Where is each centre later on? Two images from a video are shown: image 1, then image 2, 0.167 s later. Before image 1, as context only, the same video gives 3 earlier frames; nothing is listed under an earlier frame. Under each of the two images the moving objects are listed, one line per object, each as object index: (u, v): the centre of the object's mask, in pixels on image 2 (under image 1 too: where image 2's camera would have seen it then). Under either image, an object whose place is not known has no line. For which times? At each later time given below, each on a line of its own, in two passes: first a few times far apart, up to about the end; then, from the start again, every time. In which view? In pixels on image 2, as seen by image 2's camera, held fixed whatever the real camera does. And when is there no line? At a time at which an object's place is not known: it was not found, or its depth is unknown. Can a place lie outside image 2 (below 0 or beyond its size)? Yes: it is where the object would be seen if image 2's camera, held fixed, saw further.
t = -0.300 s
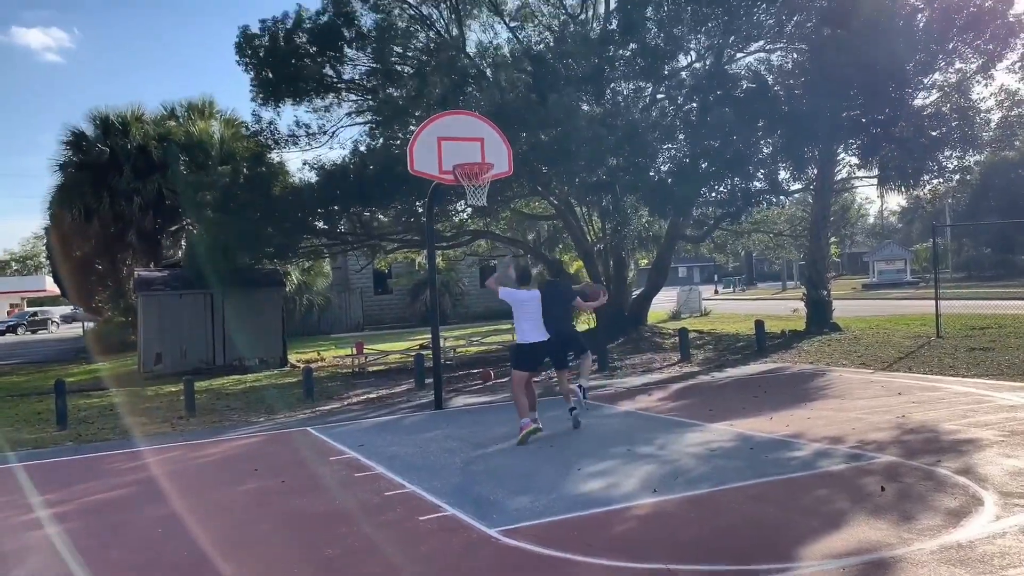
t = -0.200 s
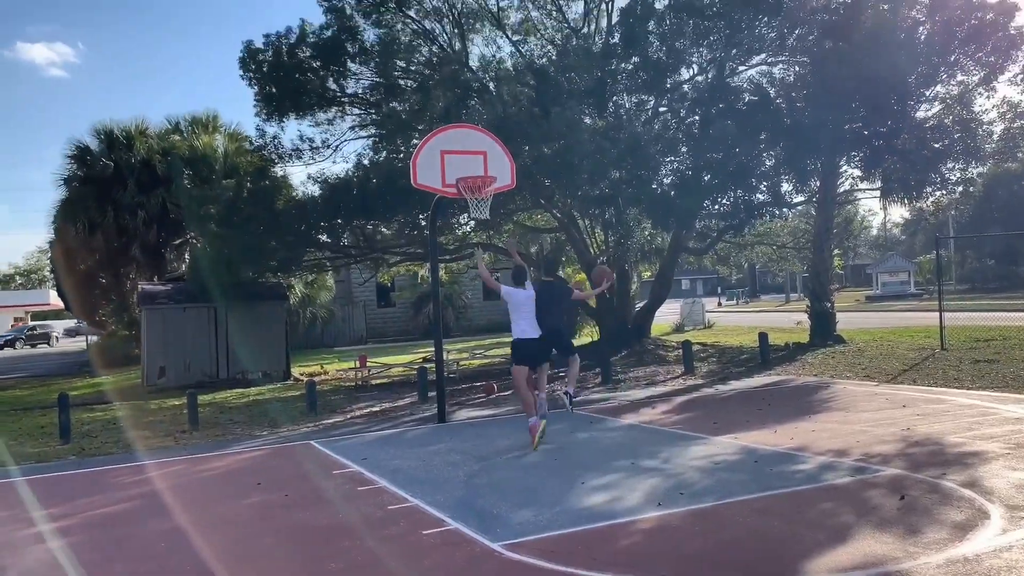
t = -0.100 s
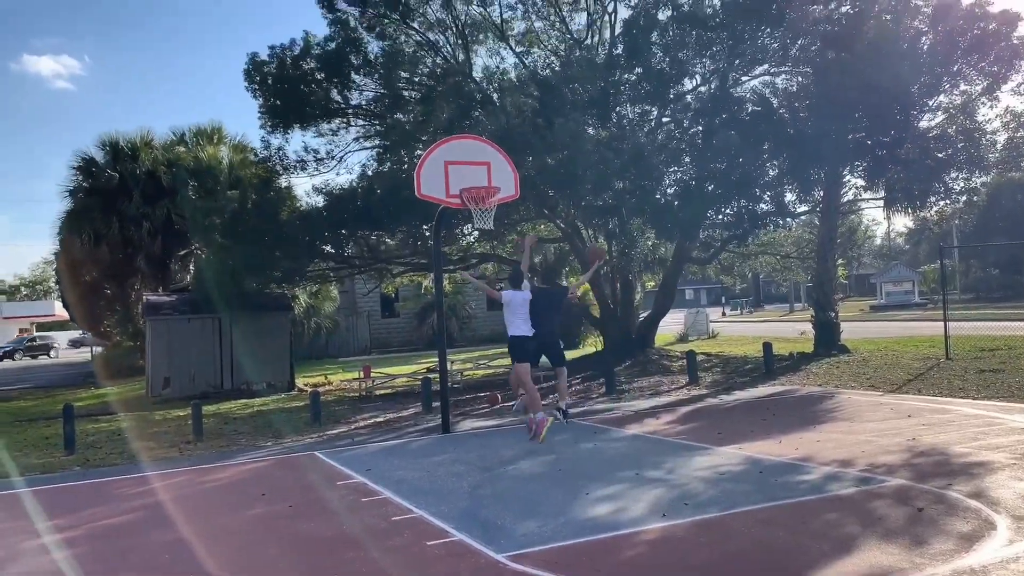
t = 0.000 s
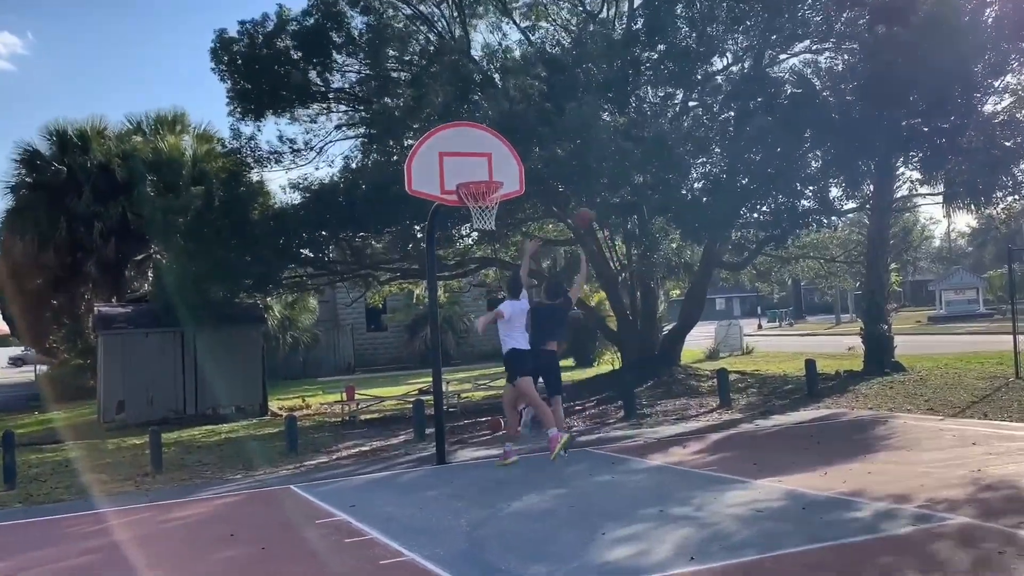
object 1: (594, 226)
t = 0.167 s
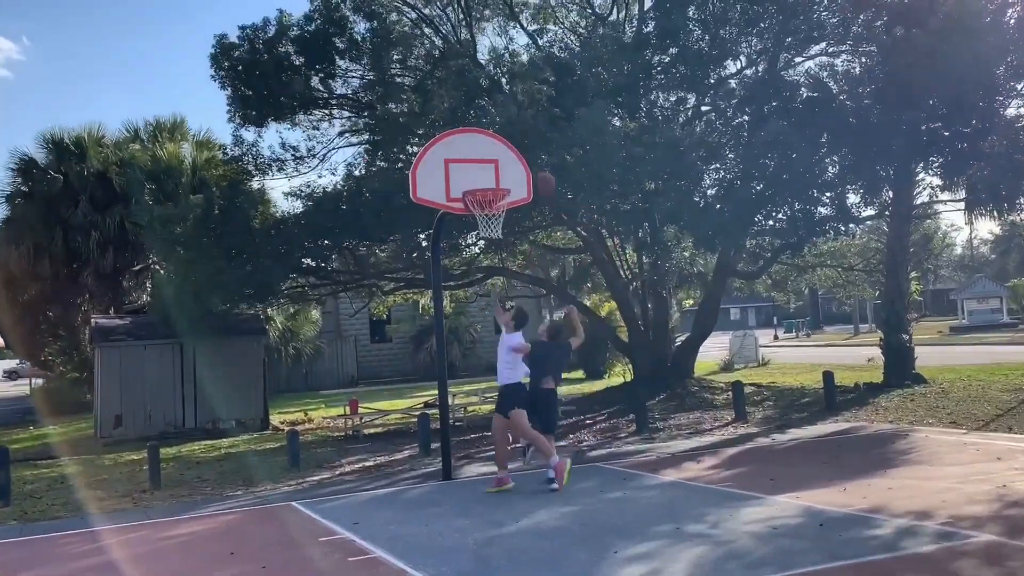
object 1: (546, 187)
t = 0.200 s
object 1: (534, 179)
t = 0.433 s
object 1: (506, 172)
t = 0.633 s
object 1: (489, 175)
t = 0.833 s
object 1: (476, 176)
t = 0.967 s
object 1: (472, 179)
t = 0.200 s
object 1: (534, 179)
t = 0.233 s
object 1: (525, 174)
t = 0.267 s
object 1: (515, 172)
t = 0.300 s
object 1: (512, 170)
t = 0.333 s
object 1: (511, 169)
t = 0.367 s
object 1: (509, 169)
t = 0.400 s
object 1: (507, 170)
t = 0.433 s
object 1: (506, 172)
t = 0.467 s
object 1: (504, 176)
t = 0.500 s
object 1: (503, 178)
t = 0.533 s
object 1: (499, 177)
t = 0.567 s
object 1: (496, 175)
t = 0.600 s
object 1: (493, 174)
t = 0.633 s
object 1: (489, 175)
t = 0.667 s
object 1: (486, 176)
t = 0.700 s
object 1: (483, 177)
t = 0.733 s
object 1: (481, 178)
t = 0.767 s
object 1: (479, 177)
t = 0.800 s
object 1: (477, 176)
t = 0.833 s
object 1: (476, 176)
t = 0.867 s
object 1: (474, 177)
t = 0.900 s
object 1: (473, 178)
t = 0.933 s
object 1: (471, 180)
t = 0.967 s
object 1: (472, 179)
